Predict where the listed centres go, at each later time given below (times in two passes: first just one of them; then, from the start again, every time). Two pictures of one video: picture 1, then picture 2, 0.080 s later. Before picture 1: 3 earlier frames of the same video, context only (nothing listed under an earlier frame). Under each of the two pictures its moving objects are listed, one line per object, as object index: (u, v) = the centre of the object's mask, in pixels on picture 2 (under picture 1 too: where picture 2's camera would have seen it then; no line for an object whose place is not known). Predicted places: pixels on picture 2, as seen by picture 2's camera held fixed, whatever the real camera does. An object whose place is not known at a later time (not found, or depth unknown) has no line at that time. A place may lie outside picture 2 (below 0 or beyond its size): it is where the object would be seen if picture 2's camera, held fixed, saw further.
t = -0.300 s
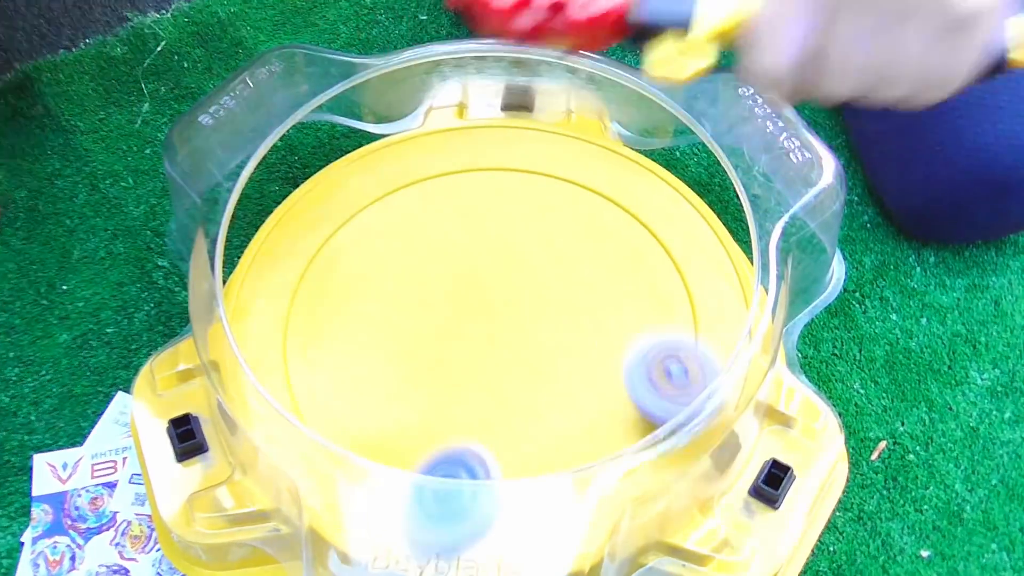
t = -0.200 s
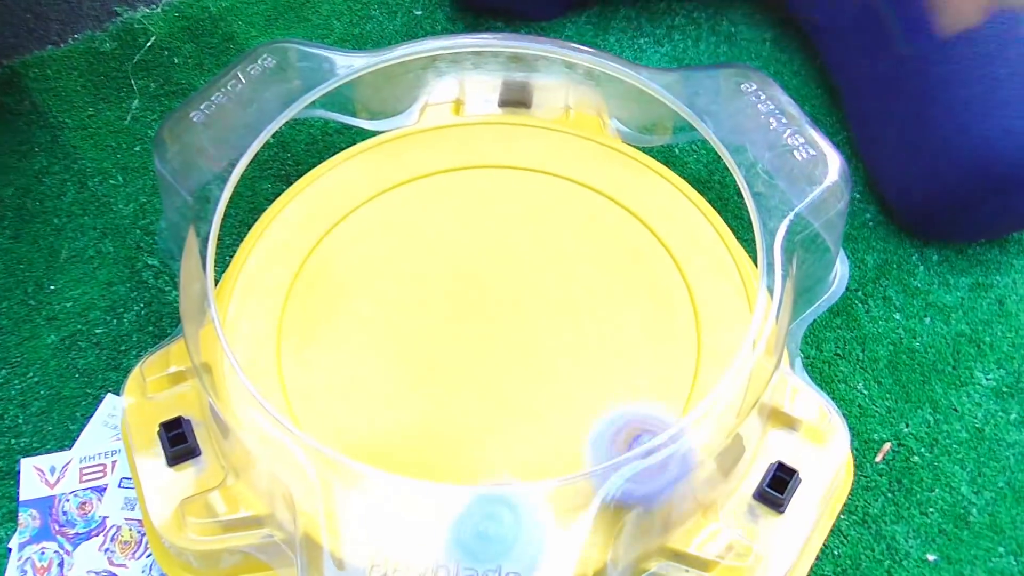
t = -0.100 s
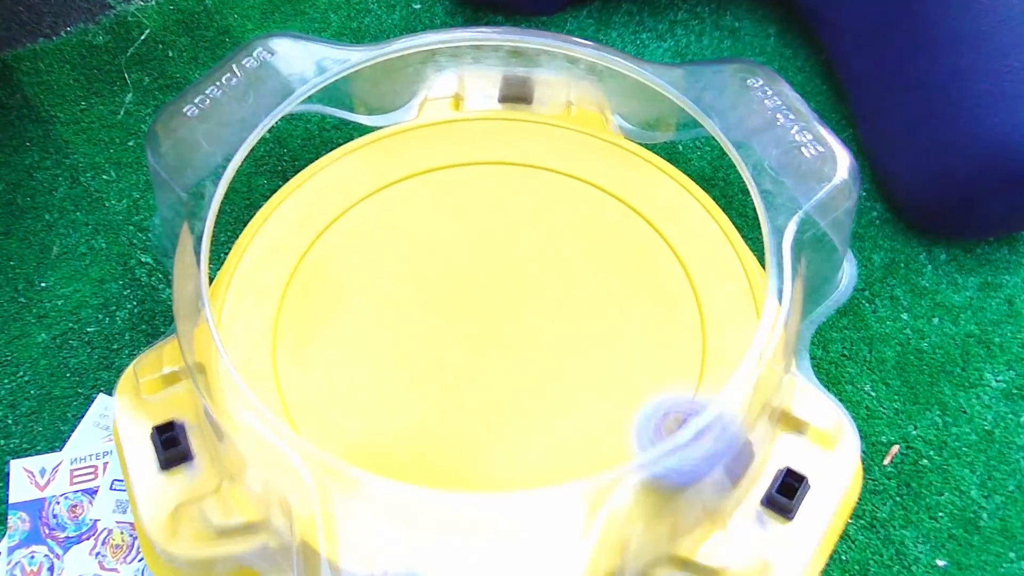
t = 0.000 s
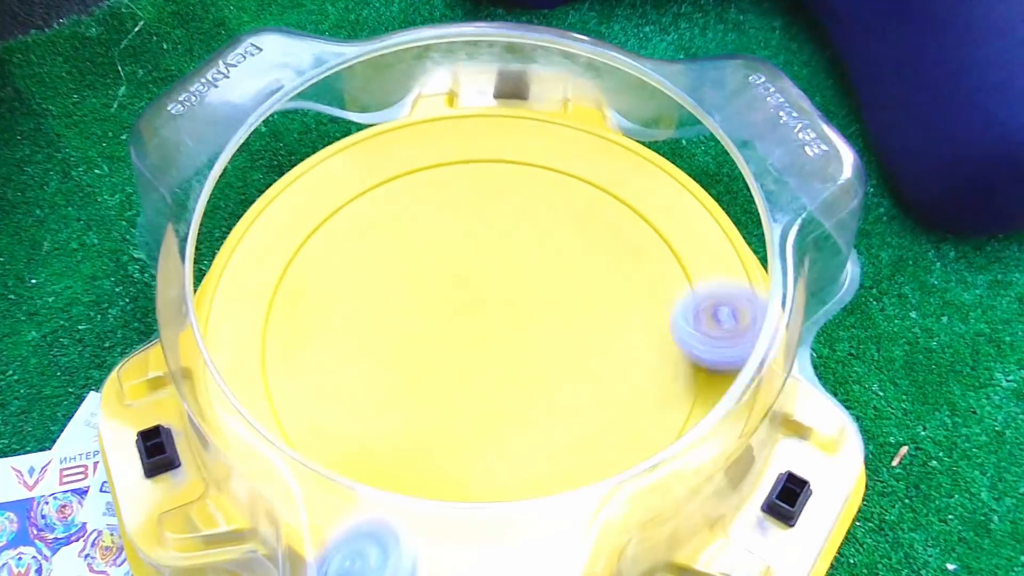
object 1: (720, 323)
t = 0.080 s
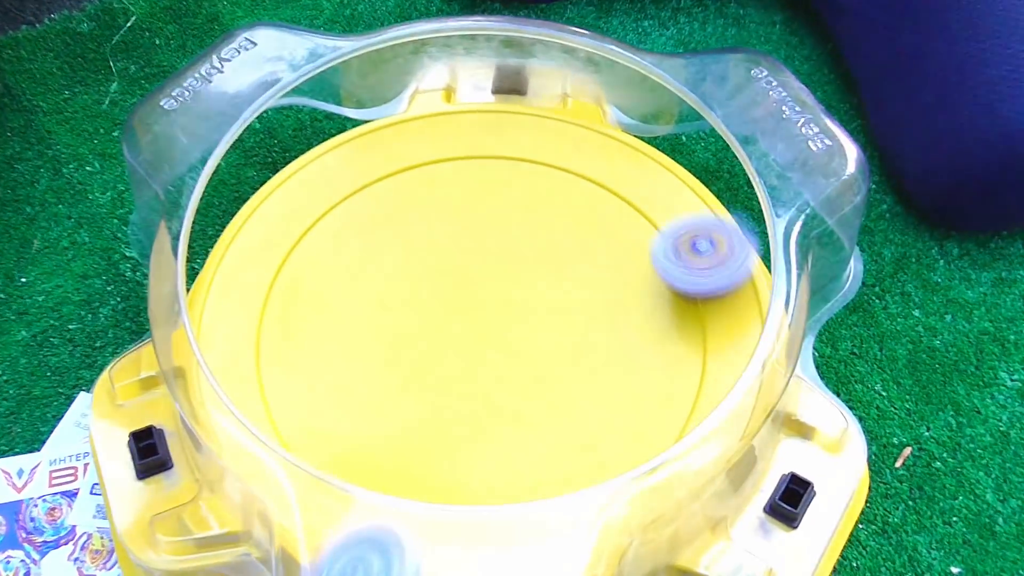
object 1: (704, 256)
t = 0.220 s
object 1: (654, 185)
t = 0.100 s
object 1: (698, 242)
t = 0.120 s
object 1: (691, 229)
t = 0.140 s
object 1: (683, 218)
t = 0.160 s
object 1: (676, 208)
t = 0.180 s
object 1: (669, 199)
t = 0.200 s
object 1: (662, 192)
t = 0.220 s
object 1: (654, 185)
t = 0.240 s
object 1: (646, 179)
